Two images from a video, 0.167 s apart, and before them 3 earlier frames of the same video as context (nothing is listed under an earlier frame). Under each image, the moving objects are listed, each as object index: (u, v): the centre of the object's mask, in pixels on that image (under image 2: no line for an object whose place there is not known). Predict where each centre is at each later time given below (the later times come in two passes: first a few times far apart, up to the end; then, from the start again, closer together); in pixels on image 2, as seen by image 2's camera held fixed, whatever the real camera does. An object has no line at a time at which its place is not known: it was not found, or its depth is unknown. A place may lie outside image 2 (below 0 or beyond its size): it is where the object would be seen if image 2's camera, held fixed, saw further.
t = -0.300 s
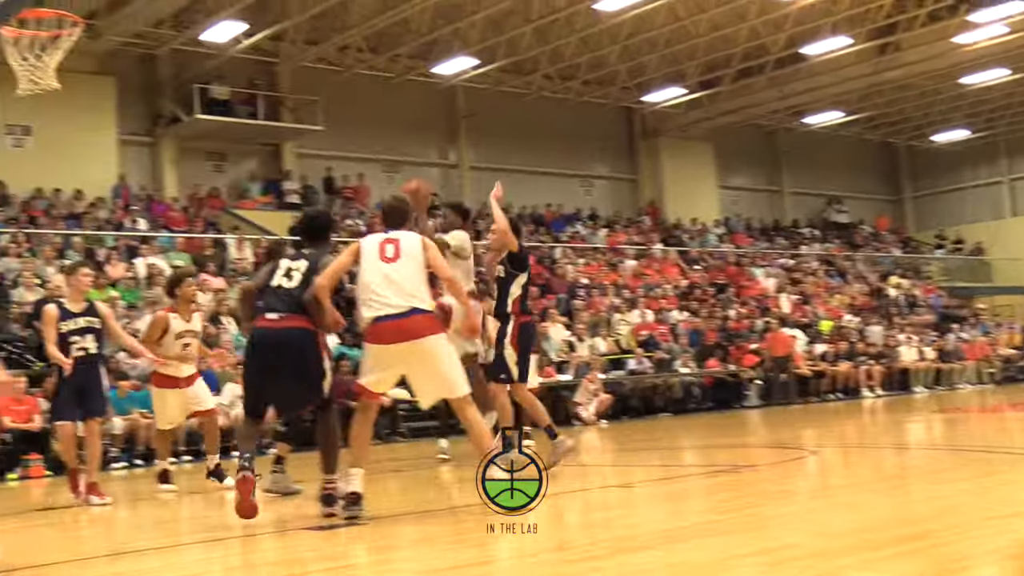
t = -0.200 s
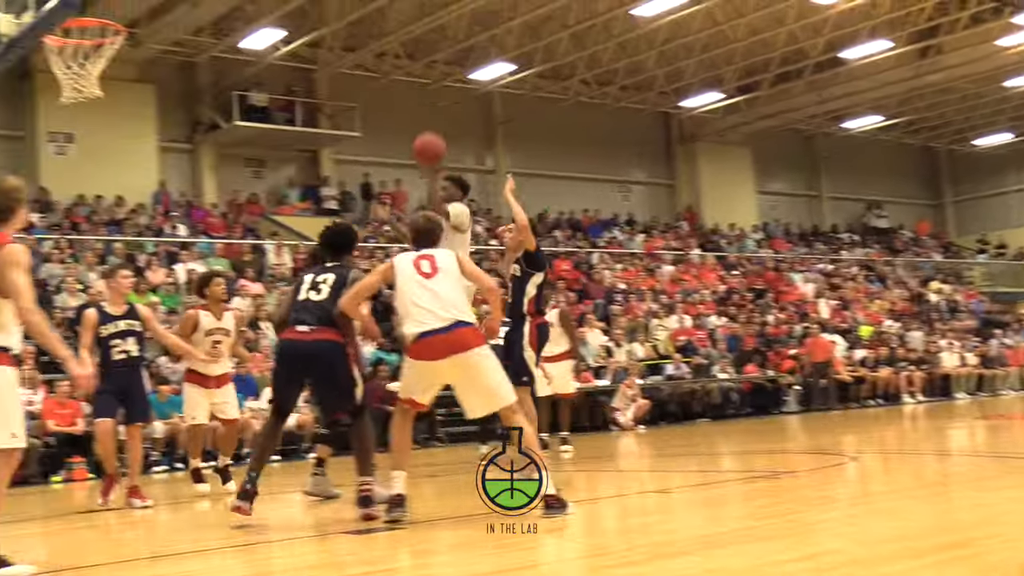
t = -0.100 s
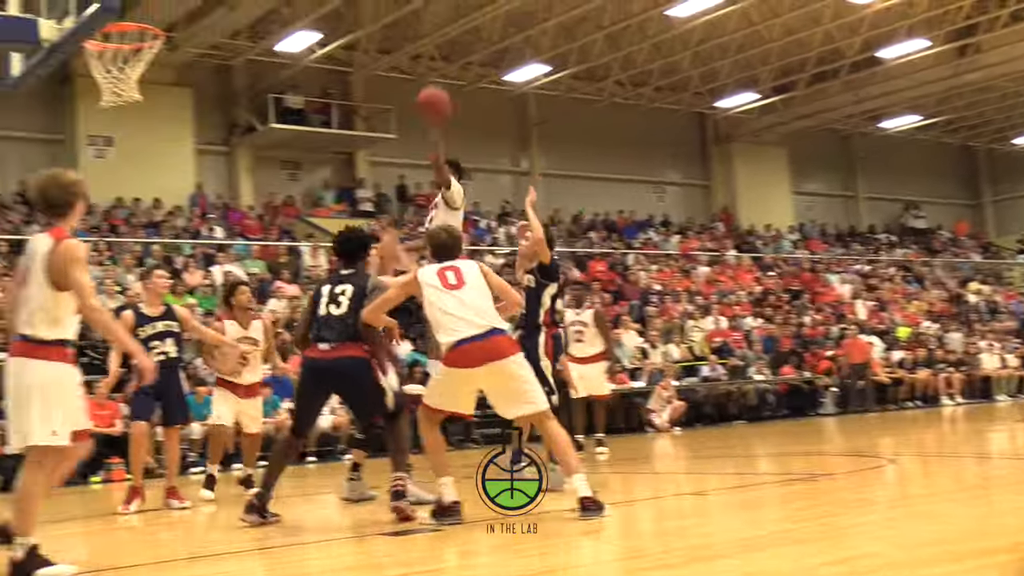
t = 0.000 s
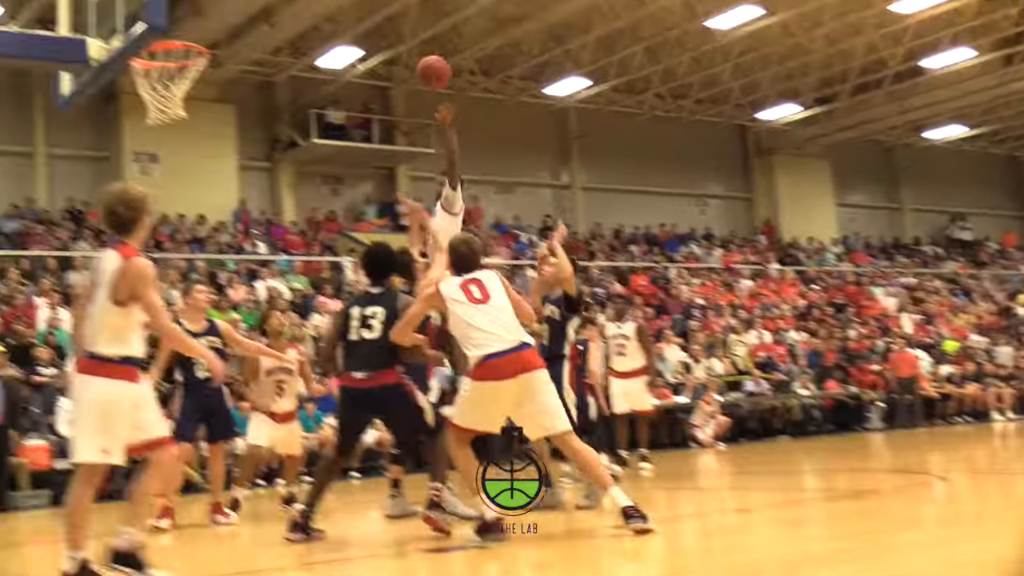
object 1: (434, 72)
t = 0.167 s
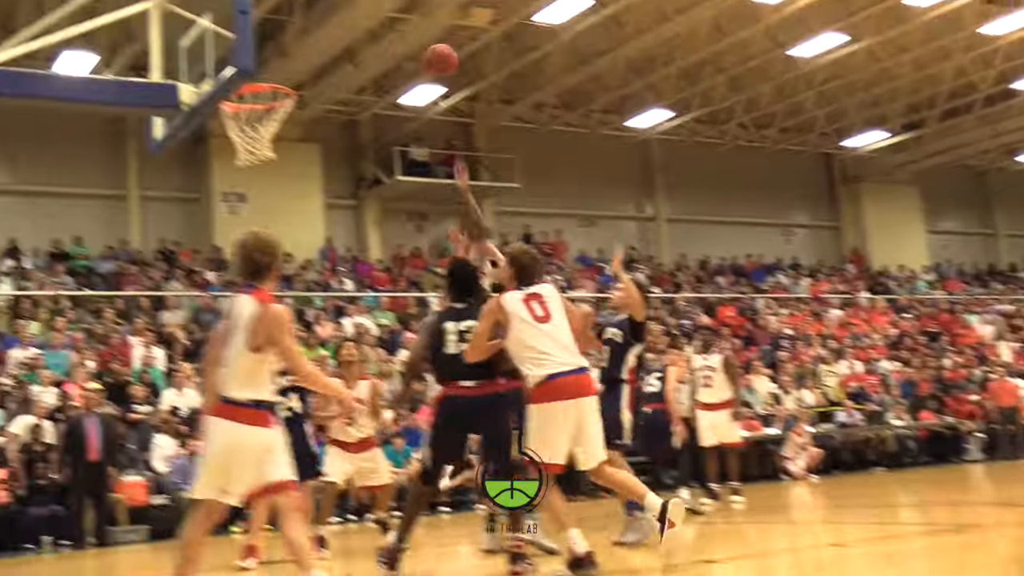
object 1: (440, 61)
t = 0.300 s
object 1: (379, 47)
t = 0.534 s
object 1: (271, 76)
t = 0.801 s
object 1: (275, 114)
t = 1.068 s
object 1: (281, 119)
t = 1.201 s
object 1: (254, 138)
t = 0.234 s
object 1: (410, 50)
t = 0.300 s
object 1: (379, 47)
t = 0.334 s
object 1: (364, 47)
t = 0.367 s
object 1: (348, 49)
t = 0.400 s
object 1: (332, 53)
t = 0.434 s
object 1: (315, 60)
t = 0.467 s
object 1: (301, 68)
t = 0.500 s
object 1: (285, 75)
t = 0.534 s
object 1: (271, 76)
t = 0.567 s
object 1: (261, 77)
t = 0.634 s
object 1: (242, 106)
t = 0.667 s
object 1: (240, 104)
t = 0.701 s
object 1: (252, 108)
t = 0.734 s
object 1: (258, 109)
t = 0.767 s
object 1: (268, 115)
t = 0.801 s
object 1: (275, 114)
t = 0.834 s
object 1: (283, 112)
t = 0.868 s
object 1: (285, 112)
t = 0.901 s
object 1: (287, 110)
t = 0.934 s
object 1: (286, 110)
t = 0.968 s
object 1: (286, 112)
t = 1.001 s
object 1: (286, 113)
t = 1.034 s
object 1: (284, 115)
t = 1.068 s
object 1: (281, 119)
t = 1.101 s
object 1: (277, 120)
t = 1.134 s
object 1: (274, 123)
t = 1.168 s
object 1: (269, 126)
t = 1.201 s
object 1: (254, 138)
